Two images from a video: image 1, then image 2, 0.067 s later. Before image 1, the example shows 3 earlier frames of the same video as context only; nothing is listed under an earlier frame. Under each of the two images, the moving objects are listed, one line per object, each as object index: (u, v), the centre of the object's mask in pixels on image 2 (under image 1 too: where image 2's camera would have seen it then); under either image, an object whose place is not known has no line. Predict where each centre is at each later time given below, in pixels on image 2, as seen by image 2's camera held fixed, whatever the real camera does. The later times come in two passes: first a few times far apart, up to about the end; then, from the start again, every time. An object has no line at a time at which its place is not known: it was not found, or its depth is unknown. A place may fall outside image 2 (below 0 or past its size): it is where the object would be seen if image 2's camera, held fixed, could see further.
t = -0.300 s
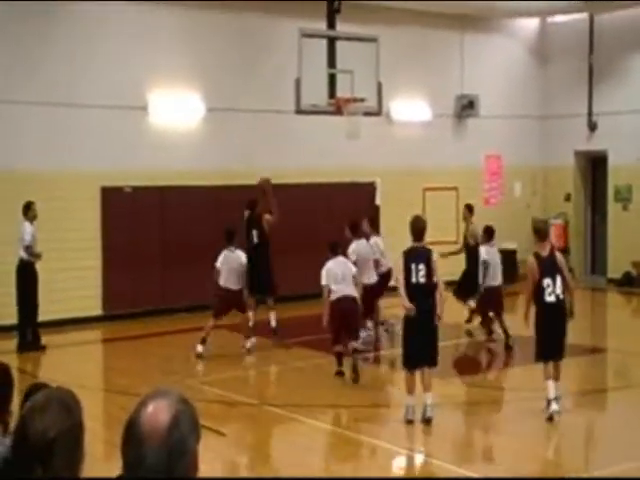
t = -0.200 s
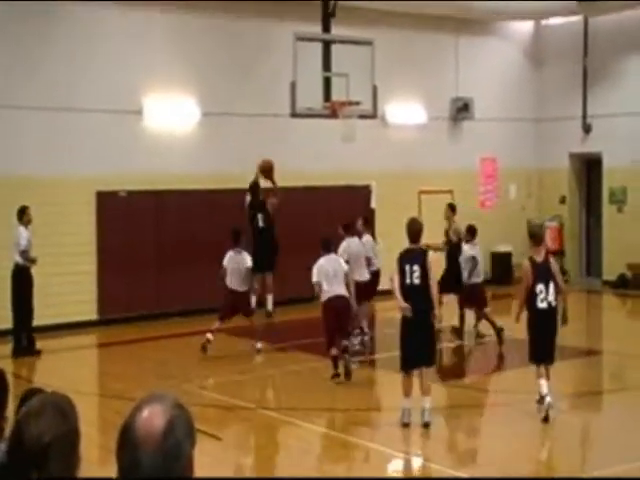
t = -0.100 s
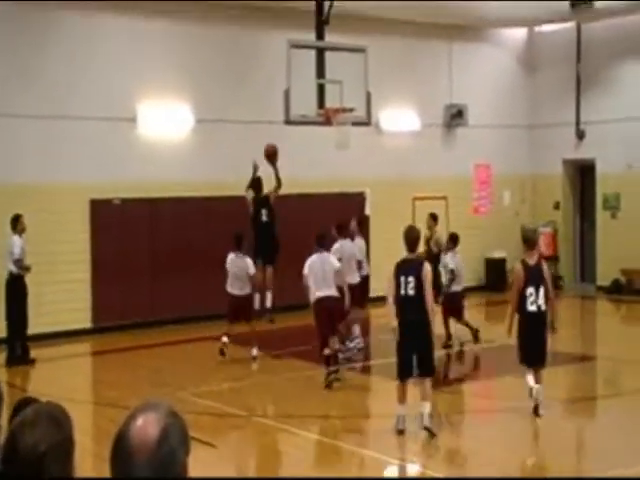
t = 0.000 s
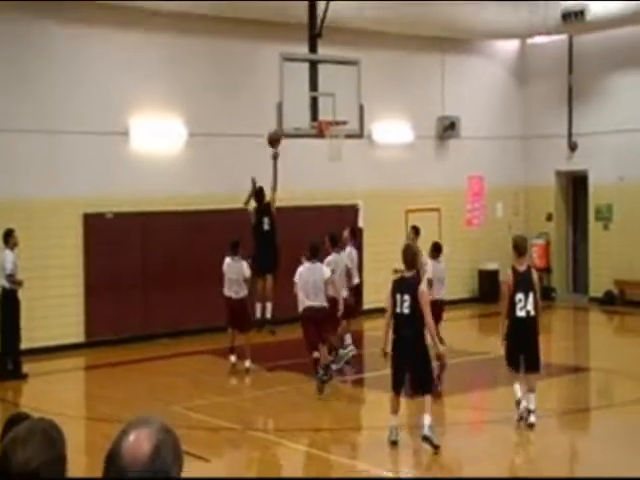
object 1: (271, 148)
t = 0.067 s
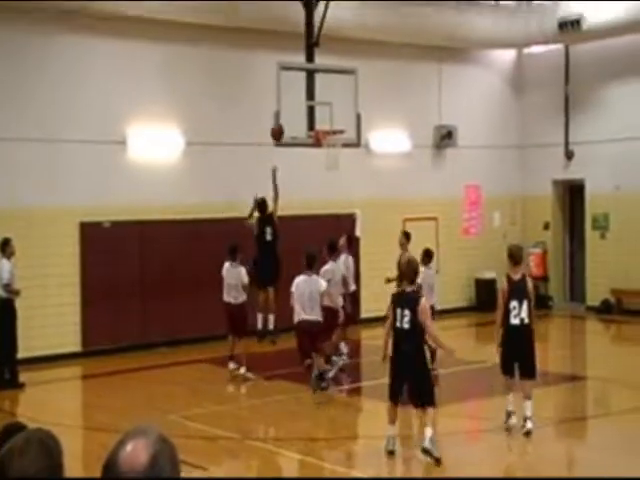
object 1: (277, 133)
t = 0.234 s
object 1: (291, 108)
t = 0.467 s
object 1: (325, 116)
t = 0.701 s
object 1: (333, 137)
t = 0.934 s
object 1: (327, 164)
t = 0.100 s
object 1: (280, 126)
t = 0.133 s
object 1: (281, 120)
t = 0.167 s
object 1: (285, 115)
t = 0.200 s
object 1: (289, 111)
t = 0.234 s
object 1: (291, 108)
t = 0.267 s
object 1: (294, 106)
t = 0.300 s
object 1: (299, 105)
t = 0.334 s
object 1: (304, 106)
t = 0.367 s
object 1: (308, 109)
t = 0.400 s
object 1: (314, 109)
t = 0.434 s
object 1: (319, 112)
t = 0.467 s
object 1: (325, 116)
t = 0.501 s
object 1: (330, 121)
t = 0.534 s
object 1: (335, 126)
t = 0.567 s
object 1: (335, 126)
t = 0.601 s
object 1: (334, 129)
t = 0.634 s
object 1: (334, 131)
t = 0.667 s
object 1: (334, 135)
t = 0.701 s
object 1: (333, 137)
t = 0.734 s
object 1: (332, 138)
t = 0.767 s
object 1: (330, 143)
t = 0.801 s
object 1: (329, 147)
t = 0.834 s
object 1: (328, 152)
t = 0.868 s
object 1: (327, 157)
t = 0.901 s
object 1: (327, 160)
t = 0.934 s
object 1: (327, 164)
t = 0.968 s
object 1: (327, 169)
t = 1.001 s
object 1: (327, 175)
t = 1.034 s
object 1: (327, 182)
